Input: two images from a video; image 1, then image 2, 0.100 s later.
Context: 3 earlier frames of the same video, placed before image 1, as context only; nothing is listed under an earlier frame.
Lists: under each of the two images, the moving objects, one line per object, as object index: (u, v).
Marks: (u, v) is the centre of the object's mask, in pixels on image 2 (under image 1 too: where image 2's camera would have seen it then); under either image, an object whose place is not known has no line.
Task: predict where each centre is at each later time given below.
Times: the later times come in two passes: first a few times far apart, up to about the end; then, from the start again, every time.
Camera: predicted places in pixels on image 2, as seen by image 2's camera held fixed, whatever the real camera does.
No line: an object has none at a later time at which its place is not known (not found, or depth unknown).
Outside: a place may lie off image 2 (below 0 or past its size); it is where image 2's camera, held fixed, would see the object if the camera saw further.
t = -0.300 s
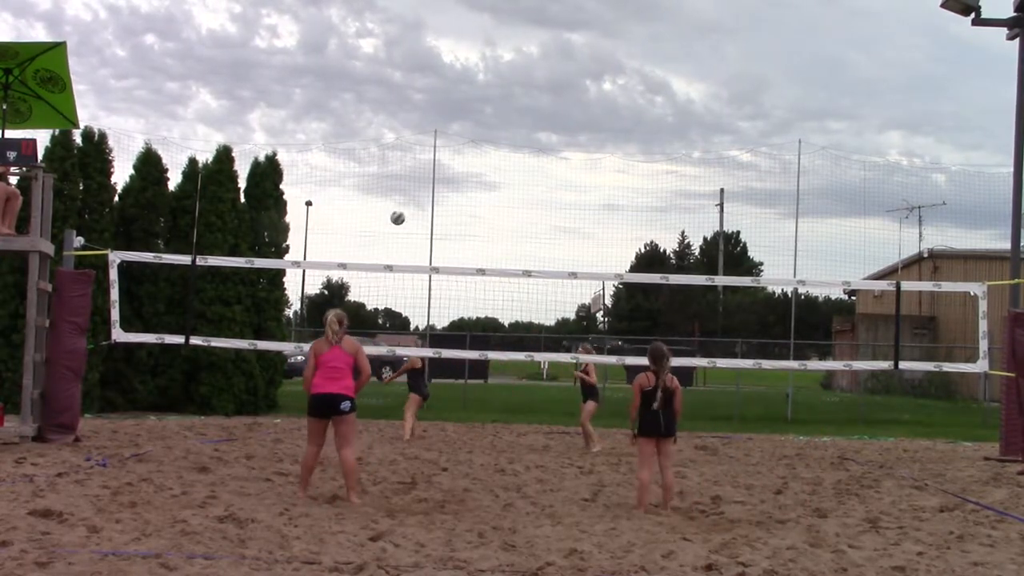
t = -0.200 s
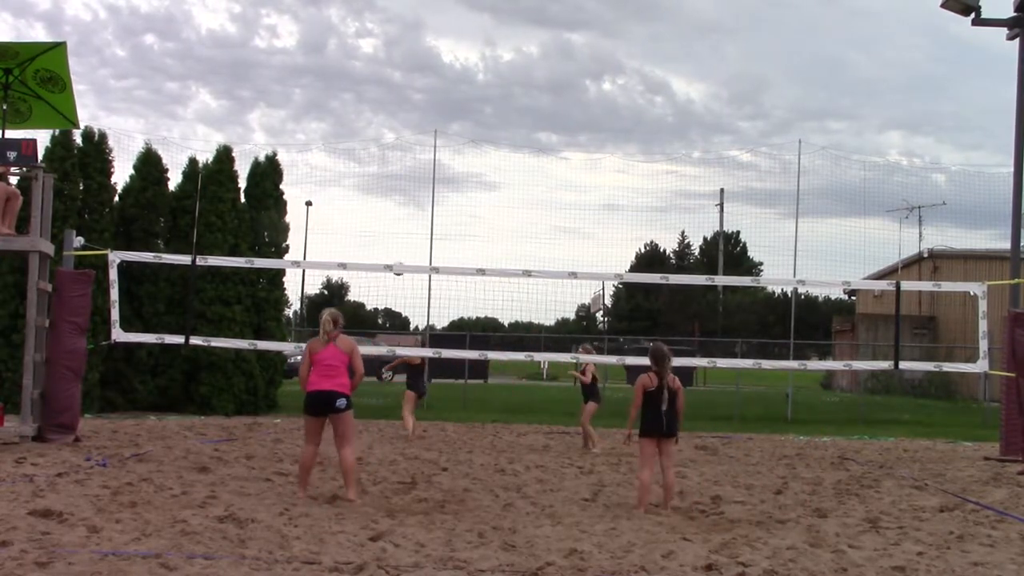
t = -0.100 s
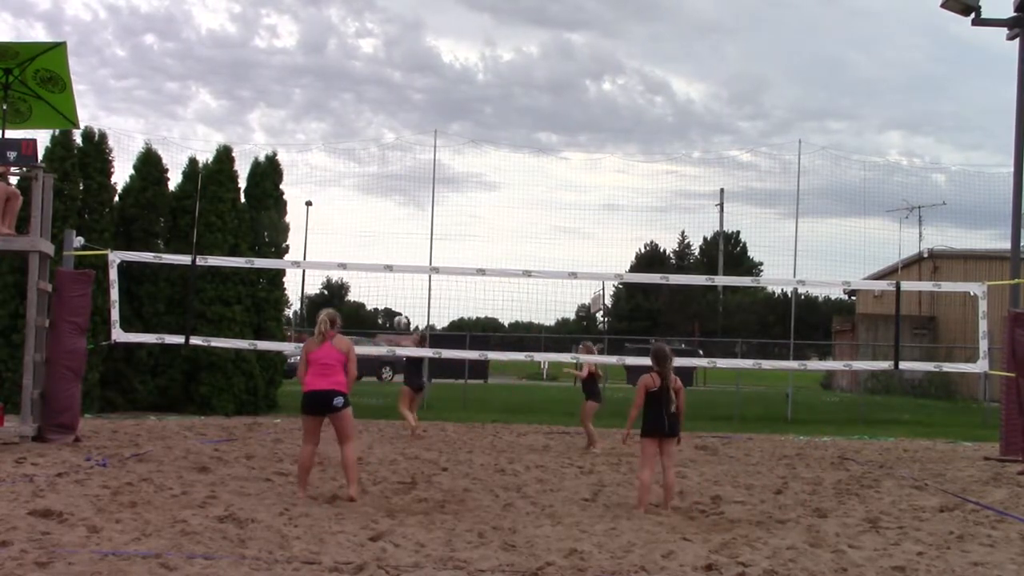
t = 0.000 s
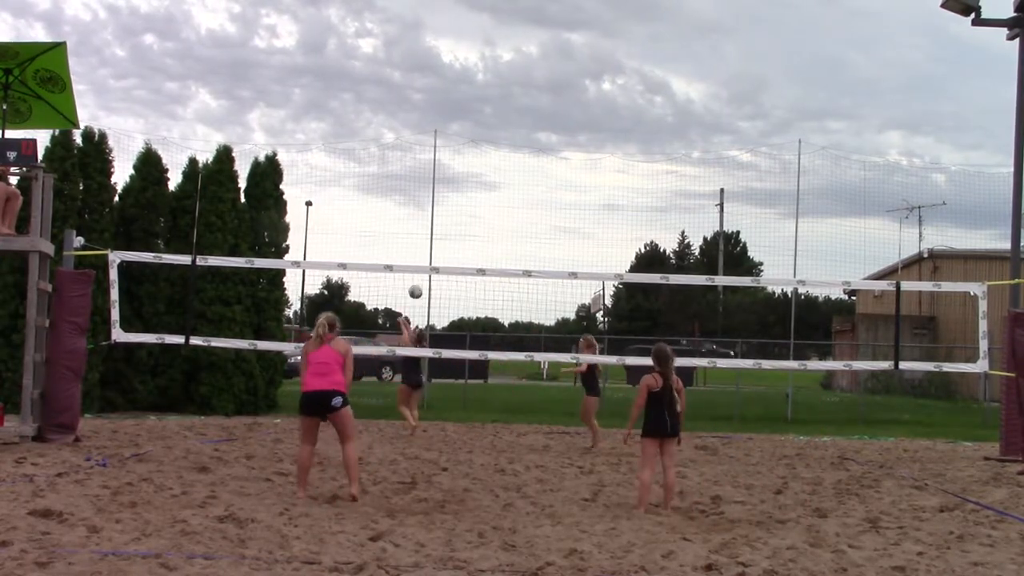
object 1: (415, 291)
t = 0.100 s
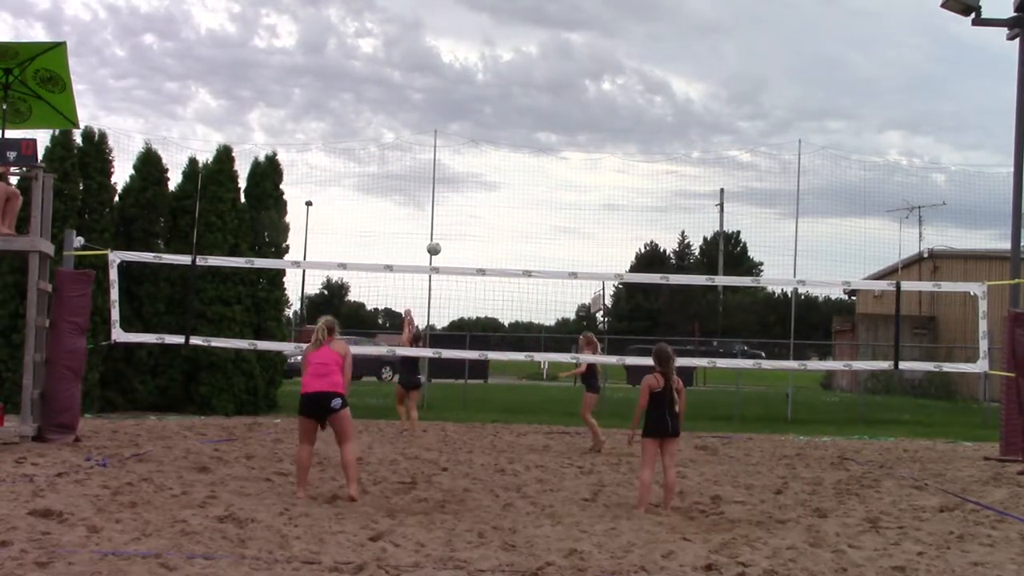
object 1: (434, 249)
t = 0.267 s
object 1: (465, 189)
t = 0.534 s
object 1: (516, 130)
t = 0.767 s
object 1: (562, 117)
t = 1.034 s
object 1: (616, 149)
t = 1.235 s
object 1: (657, 211)
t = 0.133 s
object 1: (440, 235)
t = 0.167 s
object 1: (446, 222)
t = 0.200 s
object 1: (452, 211)
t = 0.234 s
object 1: (459, 200)
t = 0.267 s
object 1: (465, 189)
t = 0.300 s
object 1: (471, 180)
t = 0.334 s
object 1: (477, 170)
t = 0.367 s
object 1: (484, 162)
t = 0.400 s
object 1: (490, 154)
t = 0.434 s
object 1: (496, 147)
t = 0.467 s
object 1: (503, 141)
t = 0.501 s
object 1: (509, 135)
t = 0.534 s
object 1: (516, 130)
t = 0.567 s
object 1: (522, 126)
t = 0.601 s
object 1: (529, 122)
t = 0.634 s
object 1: (536, 119)
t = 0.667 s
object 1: (542, 118)
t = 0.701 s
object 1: (549, 117)
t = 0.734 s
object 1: (554, 117)
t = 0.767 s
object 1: (562, 117)
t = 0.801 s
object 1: (568, 118)
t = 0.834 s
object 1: (575, 120)
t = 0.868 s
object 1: (582, 122)
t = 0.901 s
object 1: (589, 126)
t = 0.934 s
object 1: (595, 131)
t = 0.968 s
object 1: (602, 136)
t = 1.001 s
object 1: (609, 142)
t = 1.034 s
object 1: (616, 149)
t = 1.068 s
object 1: (622, 158)
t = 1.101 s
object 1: (629, 166)
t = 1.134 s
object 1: (636, 176)
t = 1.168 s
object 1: (643, 186)
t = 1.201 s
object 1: (650, 198)
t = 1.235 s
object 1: (657, 211)
